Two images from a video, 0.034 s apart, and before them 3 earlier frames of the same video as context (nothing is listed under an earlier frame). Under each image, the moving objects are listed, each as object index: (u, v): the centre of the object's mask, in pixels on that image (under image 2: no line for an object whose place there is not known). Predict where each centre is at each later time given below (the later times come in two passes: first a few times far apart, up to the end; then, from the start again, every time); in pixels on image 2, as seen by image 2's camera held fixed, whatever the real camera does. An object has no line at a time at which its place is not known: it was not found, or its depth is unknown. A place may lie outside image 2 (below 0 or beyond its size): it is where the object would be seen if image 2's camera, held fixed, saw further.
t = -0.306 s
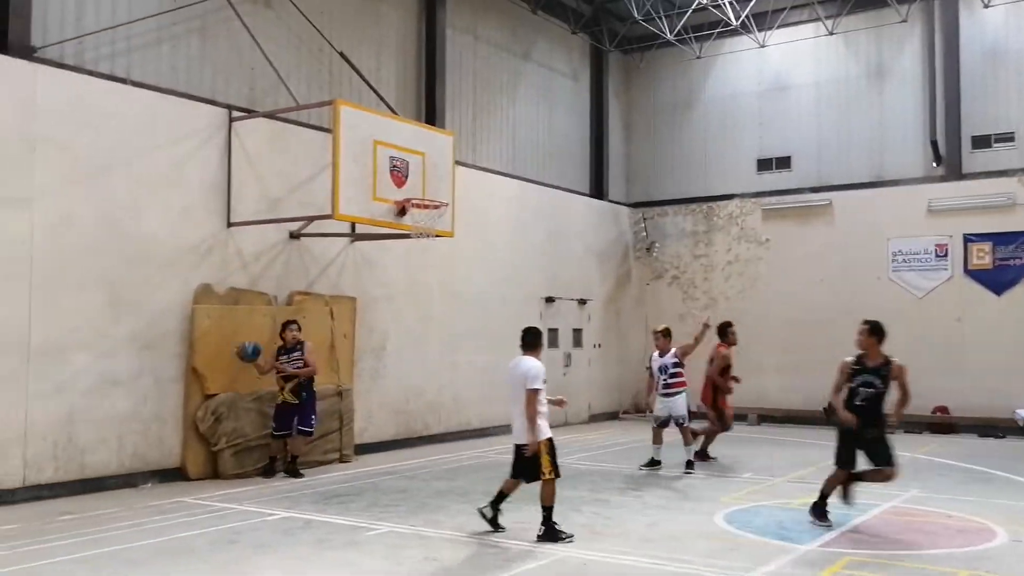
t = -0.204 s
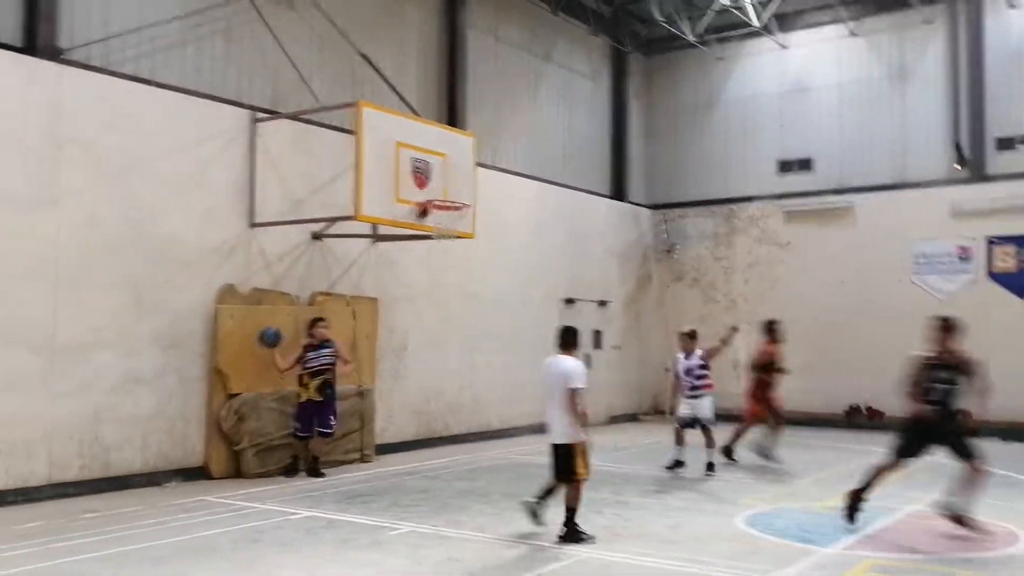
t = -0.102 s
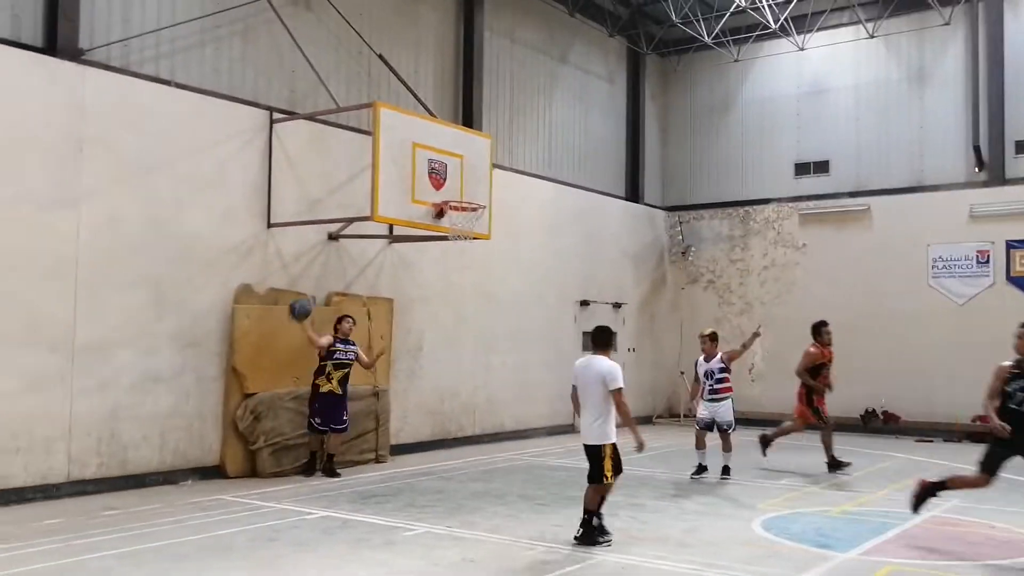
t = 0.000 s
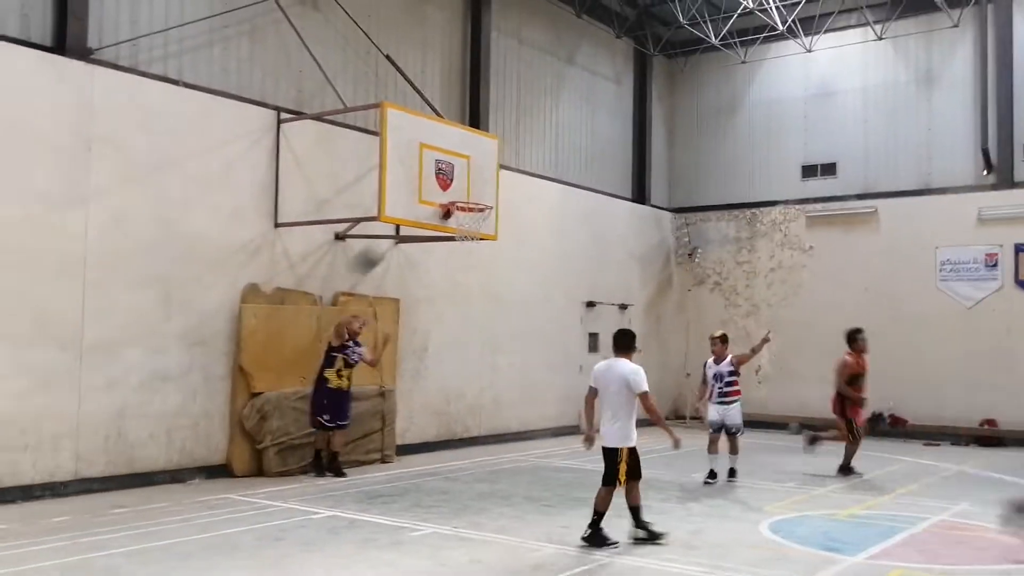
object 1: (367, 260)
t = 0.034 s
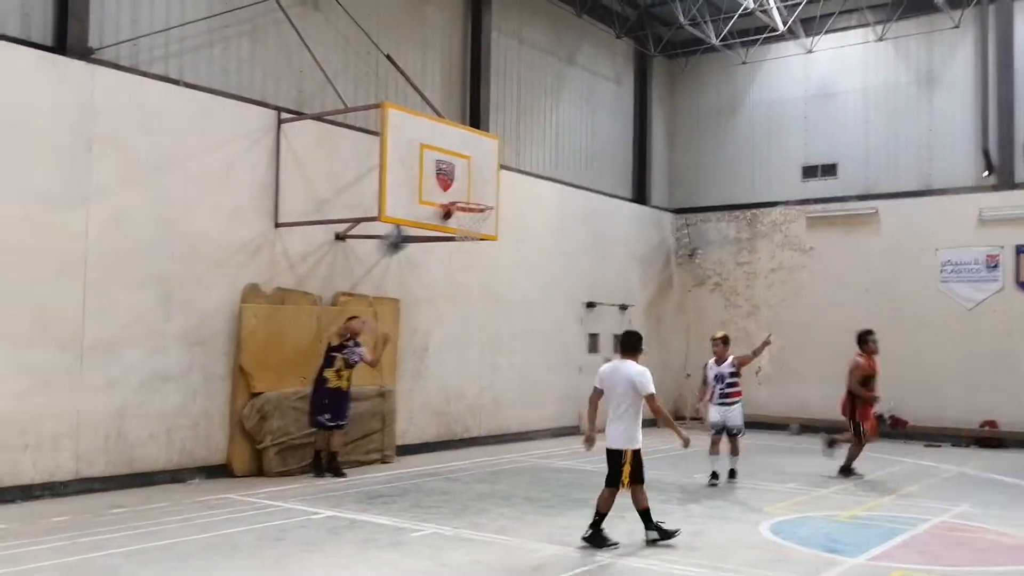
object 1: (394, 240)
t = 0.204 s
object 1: (550, 155)
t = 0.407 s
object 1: (772, 69)
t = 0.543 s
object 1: (966, 23)
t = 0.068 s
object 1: (424, 222)
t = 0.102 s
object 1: (448, 208)
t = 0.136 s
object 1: (478, 191)
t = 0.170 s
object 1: (518, 170)
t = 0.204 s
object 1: (550, 155)
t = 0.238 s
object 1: (583, 140)
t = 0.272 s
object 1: (617, 124)
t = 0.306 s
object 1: (653, 110)
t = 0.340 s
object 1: (691, 94)
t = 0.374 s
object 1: (730, 81)
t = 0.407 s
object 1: (772, 69)
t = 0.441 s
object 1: (816, 56)
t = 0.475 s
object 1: (863, 44)
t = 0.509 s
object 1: (912, 32)
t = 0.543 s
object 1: (966, 23)
